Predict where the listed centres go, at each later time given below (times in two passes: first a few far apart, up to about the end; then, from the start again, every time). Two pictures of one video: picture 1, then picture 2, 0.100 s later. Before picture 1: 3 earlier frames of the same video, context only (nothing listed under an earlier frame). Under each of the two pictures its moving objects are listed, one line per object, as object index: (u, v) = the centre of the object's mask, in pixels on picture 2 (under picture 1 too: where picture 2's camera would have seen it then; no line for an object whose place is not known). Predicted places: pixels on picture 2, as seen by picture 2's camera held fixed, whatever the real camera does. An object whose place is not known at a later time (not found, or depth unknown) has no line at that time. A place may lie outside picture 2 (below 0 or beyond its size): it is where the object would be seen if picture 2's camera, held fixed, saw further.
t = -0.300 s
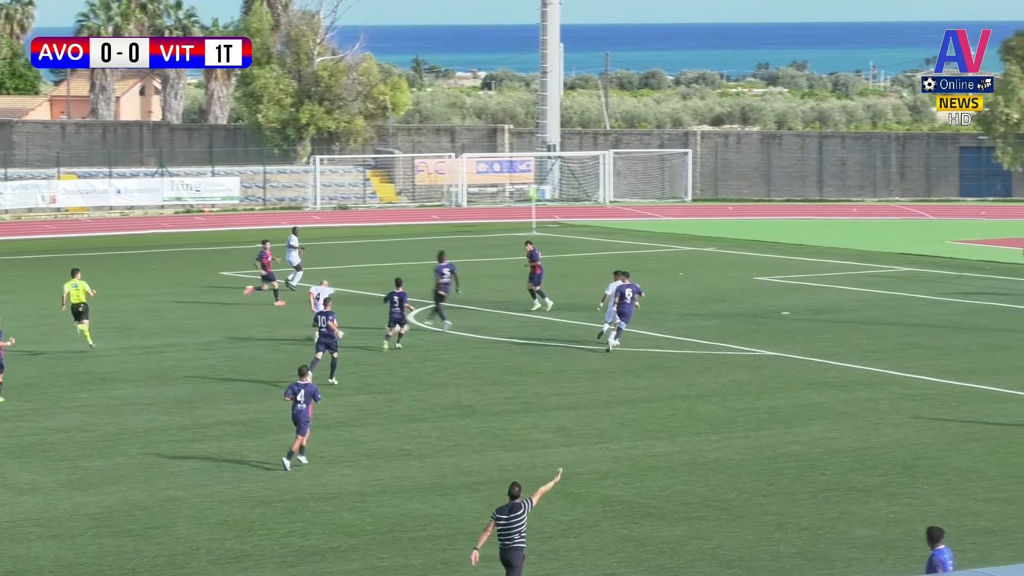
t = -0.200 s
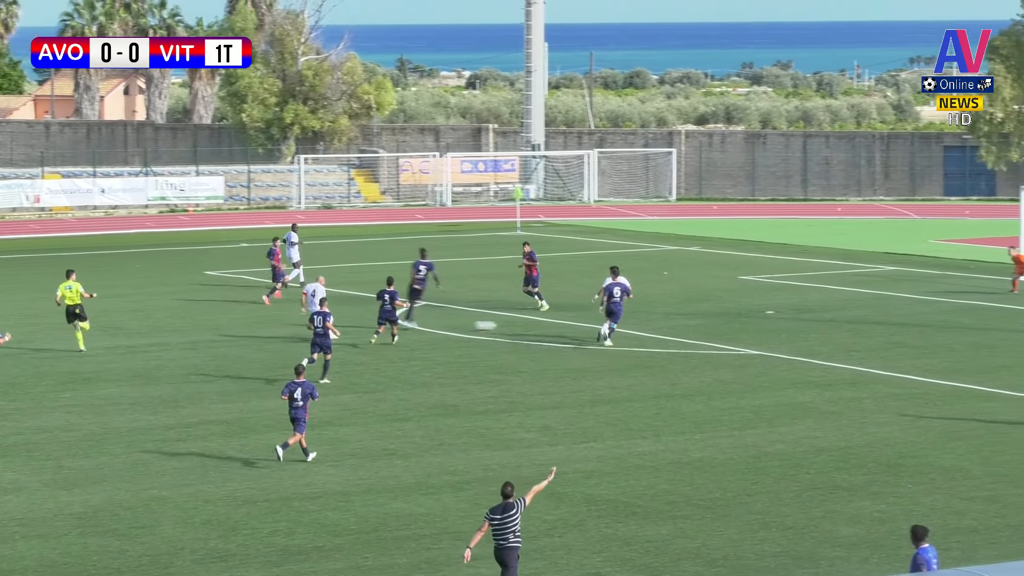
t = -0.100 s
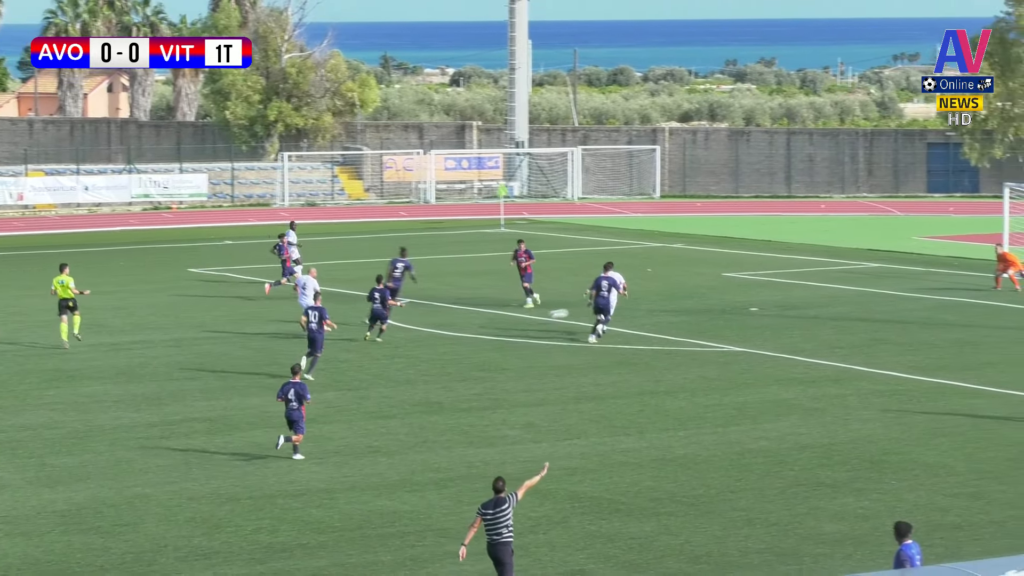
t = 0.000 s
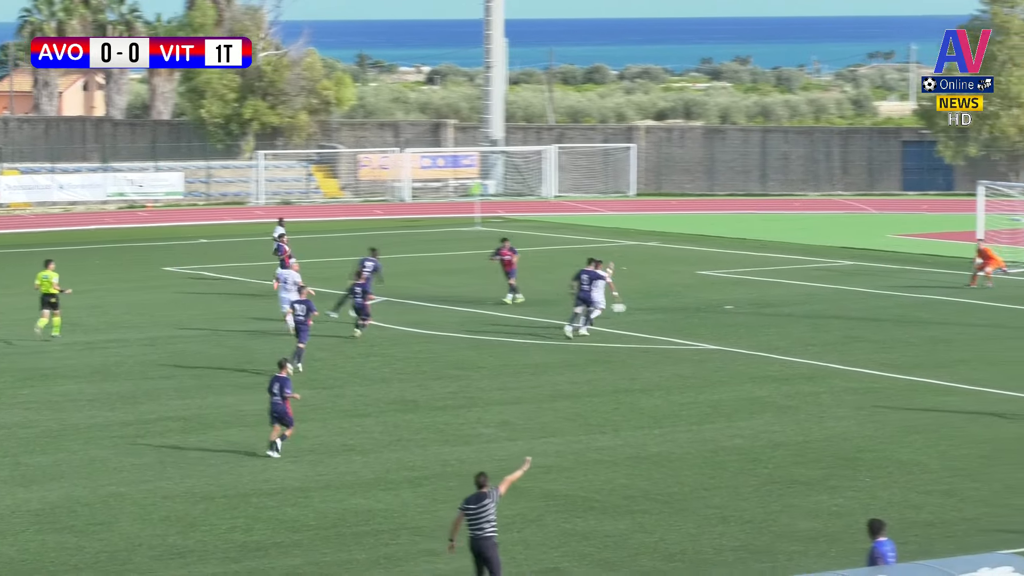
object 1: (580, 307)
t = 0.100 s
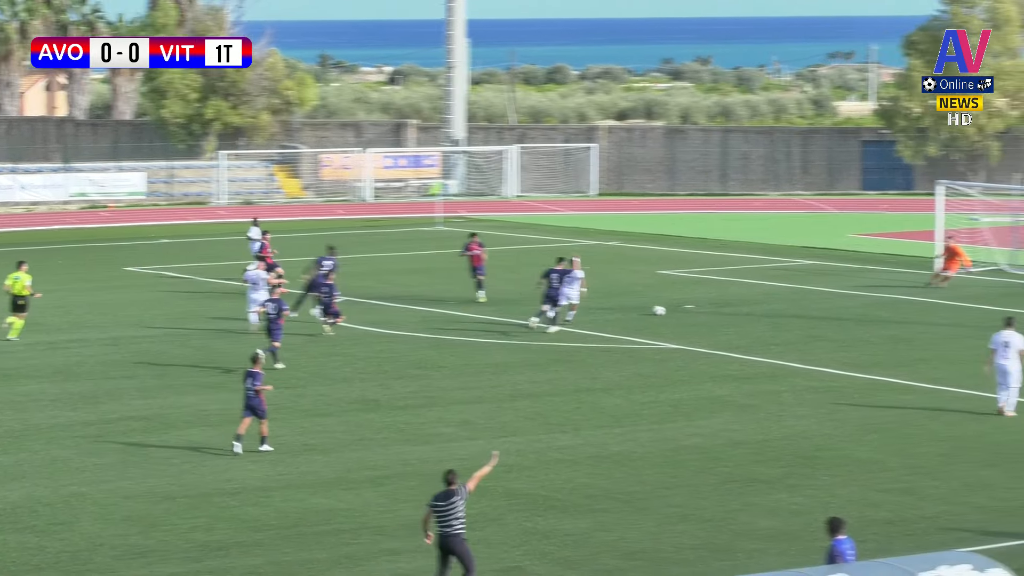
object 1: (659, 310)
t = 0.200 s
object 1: (728, 303)
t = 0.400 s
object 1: (856, 300)
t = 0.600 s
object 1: (966, 297)
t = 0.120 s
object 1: (673, 309)
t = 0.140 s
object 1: (687, 307)
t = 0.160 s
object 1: (701, 306)
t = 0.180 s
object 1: (715, 304)
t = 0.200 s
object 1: (728, 303)
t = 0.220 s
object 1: (742, 302)
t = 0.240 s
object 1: (755, 302)
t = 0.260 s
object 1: (768, 302)
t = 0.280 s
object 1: (782, 302)
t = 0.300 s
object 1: (795, 302)
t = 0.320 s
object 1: (808, 303)
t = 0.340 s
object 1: (821, 303)
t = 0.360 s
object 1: (834, 303)
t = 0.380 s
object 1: (845, 301)
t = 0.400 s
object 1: (856, 300)
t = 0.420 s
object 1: (868, 299)
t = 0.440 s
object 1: (879, 299)
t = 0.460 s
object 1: (890, 298)
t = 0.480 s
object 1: (902, 298)
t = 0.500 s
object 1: (913, 298)
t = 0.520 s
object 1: (924, 298)
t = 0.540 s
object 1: (934, 299)
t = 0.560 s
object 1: (945, 299)
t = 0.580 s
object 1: (955, 297)
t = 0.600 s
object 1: (966, 297)
